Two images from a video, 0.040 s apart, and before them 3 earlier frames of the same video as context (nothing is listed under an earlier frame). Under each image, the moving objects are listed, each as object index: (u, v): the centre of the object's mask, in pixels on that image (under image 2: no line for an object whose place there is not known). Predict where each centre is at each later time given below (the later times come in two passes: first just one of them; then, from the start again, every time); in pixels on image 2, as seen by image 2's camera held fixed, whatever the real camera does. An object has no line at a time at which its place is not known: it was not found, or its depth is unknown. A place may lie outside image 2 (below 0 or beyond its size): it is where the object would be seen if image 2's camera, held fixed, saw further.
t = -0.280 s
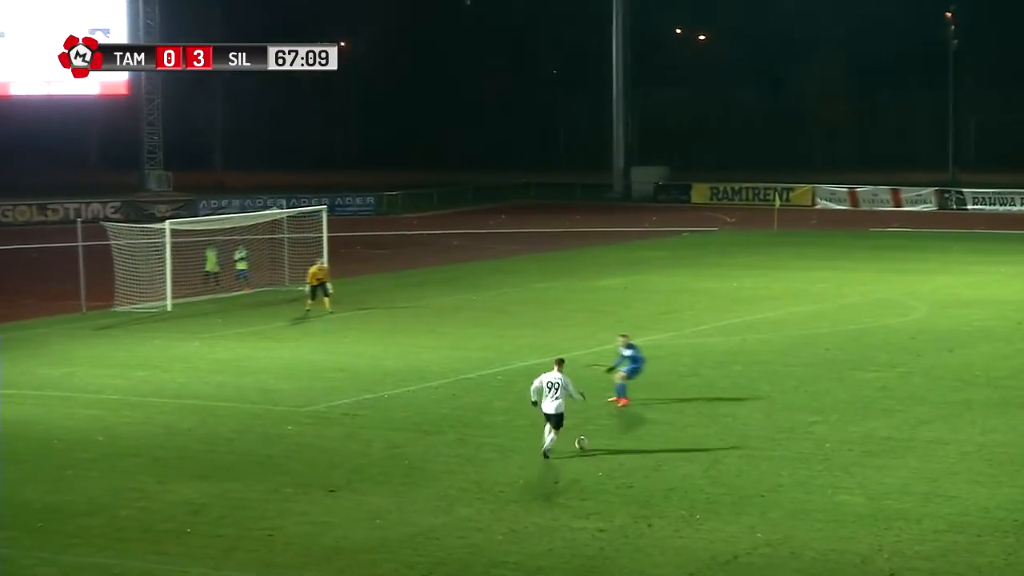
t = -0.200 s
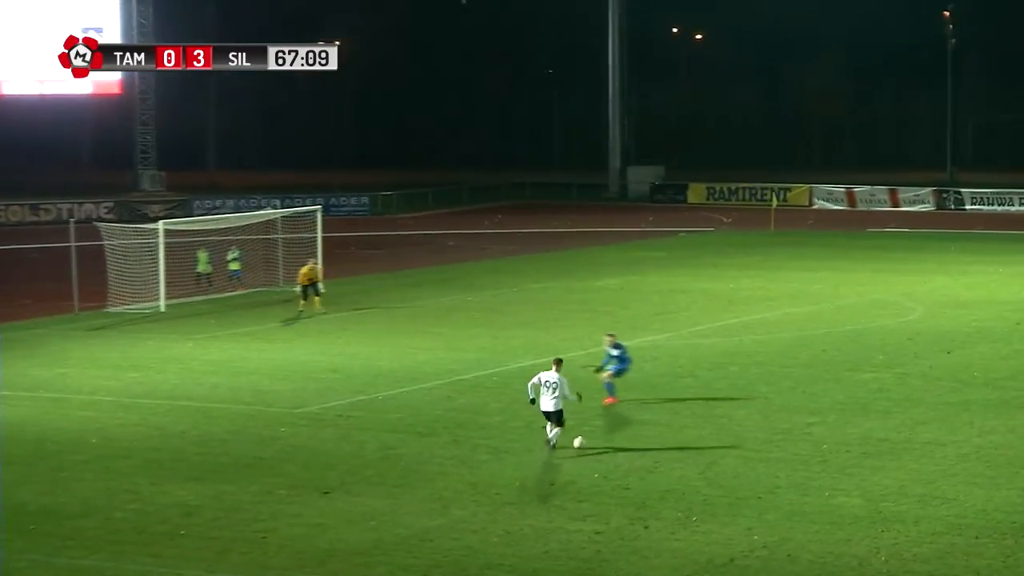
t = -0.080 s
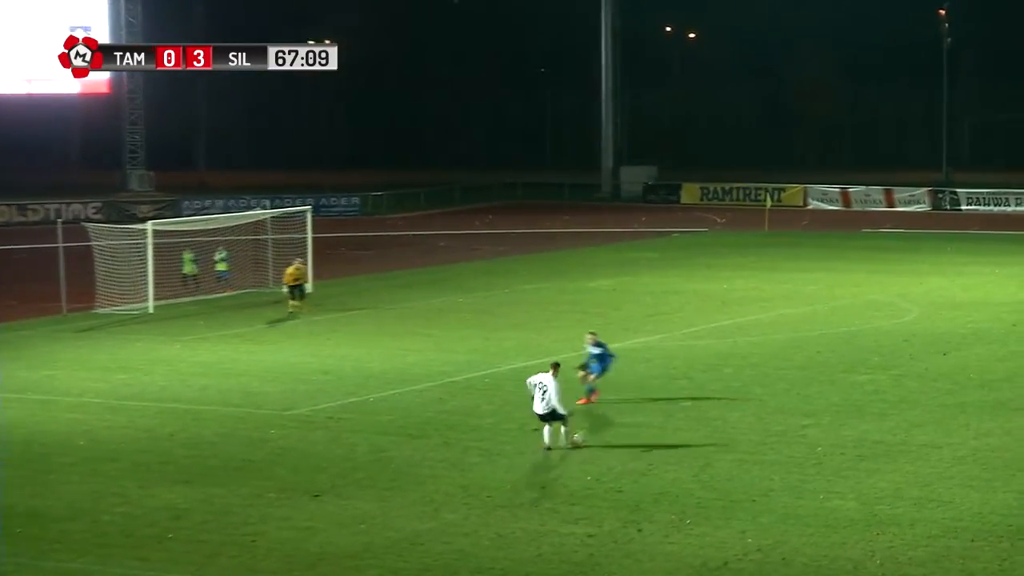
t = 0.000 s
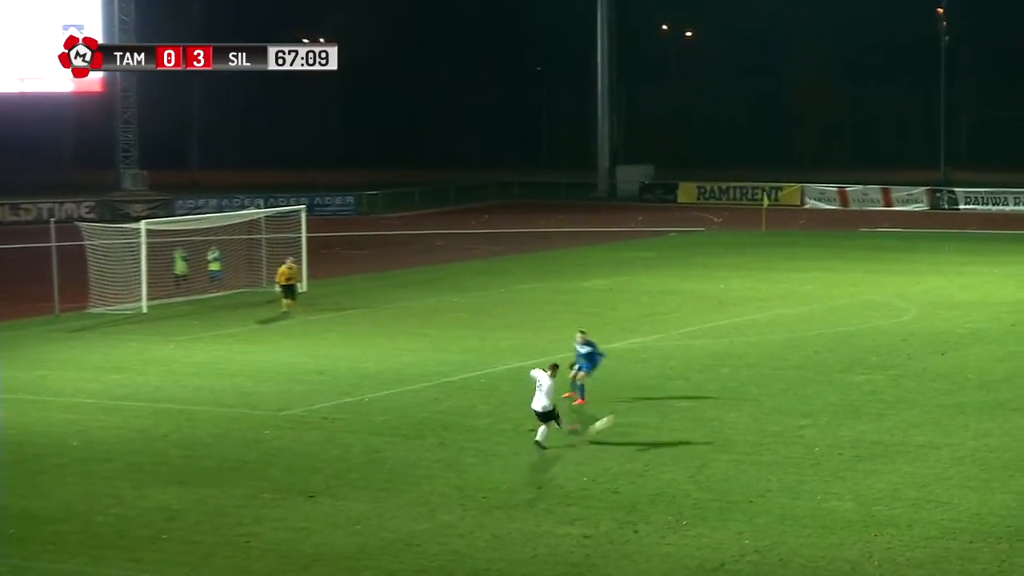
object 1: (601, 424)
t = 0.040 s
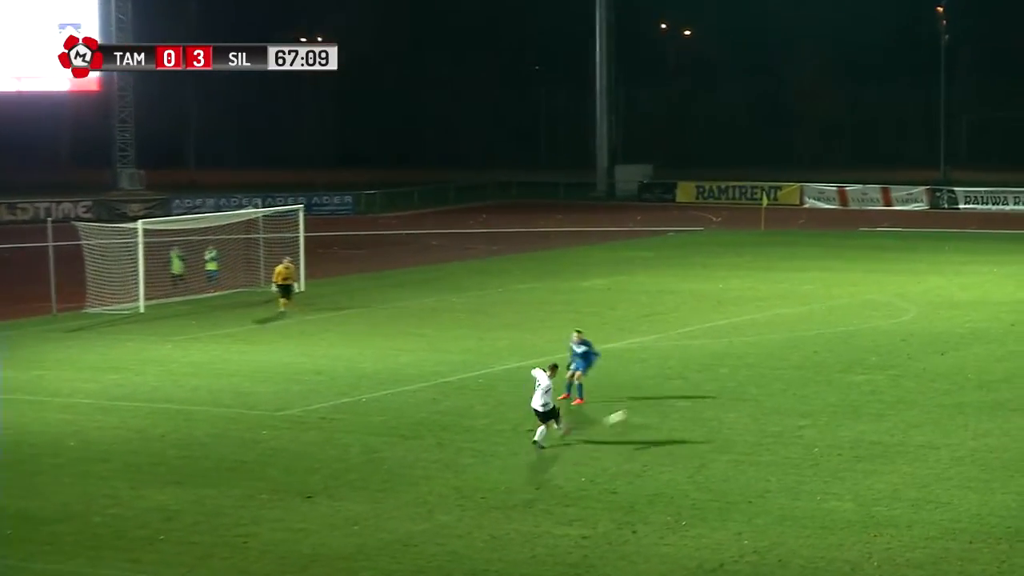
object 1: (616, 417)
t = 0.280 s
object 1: (688, 391)
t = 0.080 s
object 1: (629, 412)
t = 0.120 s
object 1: (644, 407)
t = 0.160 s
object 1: (657, 405)
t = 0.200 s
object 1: (668, 402)
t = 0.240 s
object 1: (679, 397)
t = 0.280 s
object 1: (688, 391)
